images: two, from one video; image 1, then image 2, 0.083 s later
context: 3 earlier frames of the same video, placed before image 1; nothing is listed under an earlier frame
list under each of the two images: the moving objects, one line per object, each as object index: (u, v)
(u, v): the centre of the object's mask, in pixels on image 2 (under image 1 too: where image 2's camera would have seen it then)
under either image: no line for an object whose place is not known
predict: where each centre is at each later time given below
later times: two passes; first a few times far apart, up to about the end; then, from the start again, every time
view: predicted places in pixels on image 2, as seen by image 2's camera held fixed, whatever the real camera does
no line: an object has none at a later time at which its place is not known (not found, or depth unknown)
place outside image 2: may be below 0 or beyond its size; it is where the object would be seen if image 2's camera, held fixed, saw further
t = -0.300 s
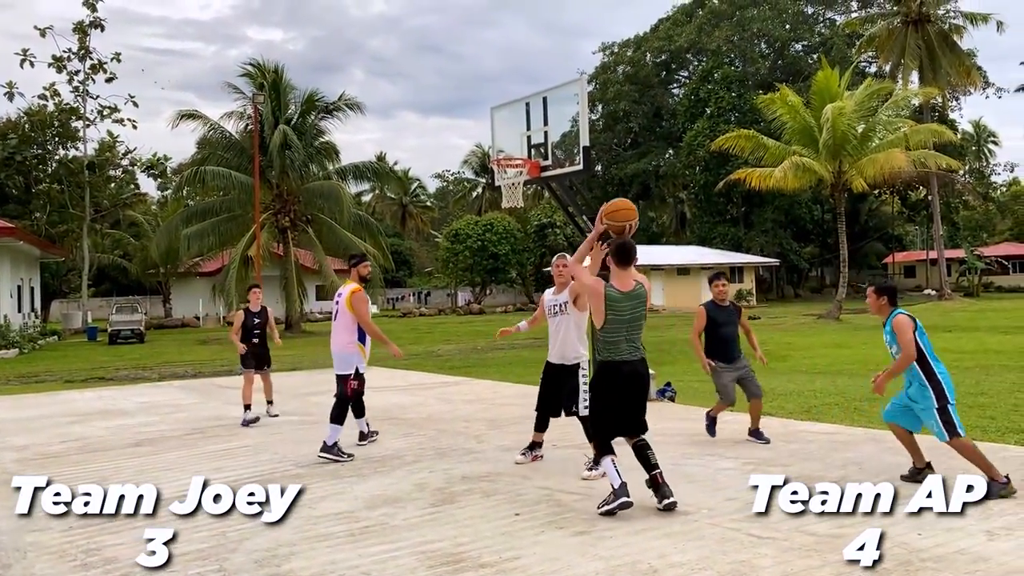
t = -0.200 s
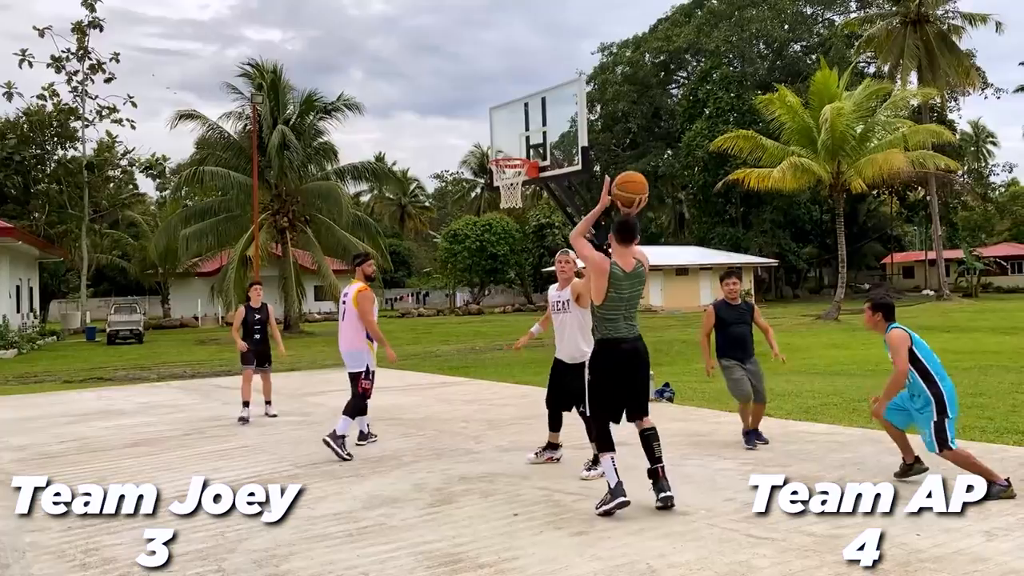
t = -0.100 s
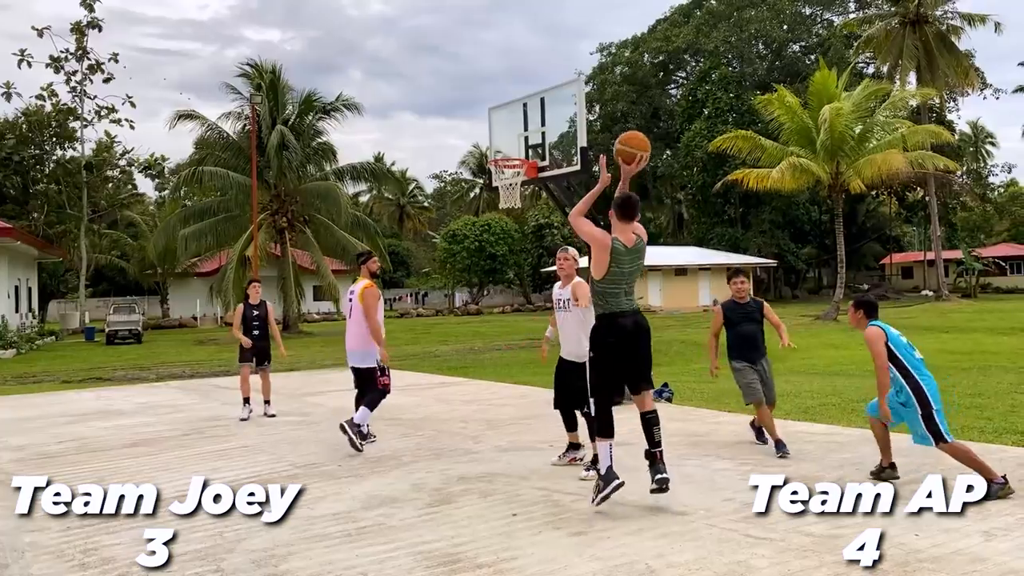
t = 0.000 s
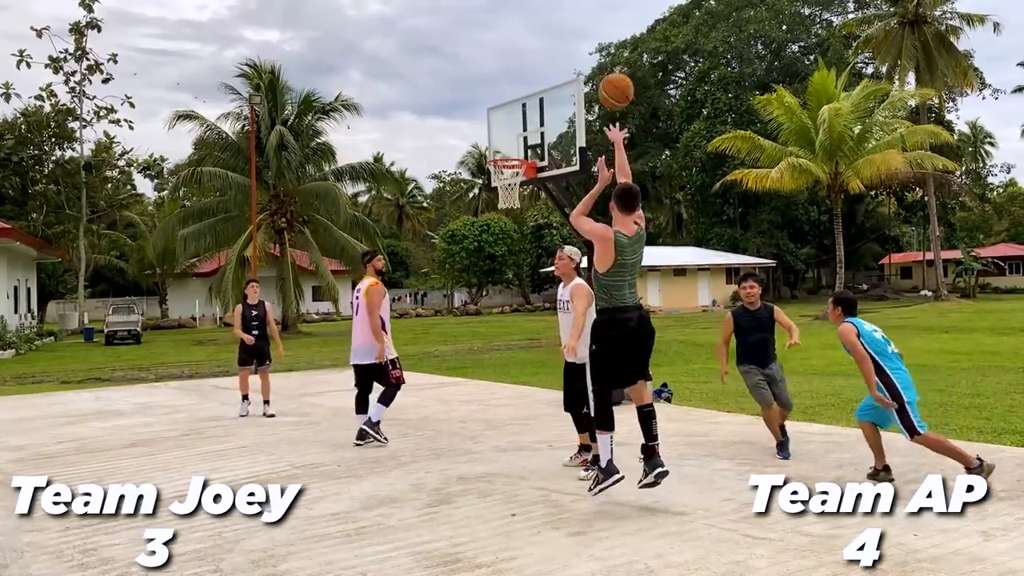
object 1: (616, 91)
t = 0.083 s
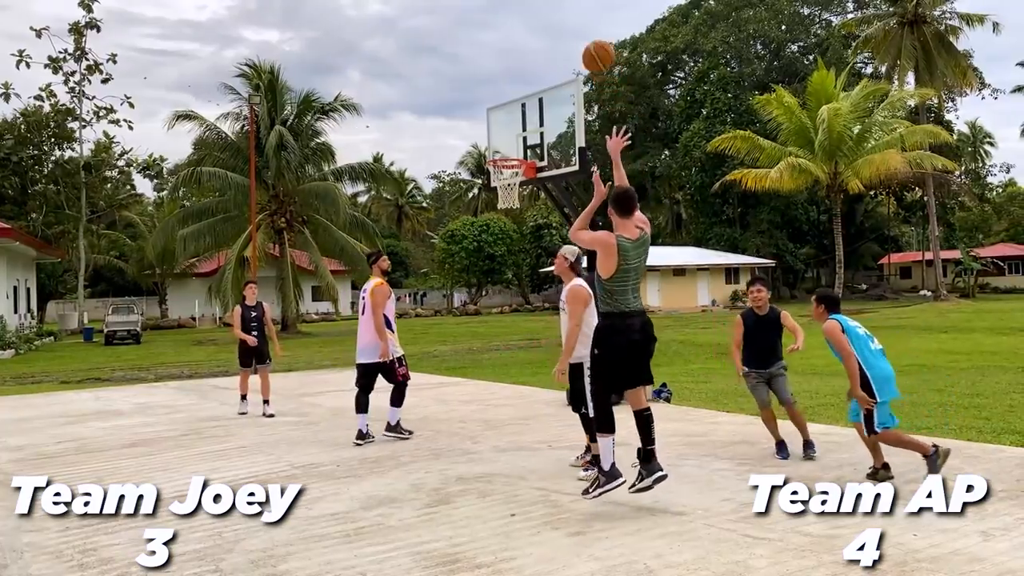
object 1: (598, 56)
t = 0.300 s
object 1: (564, 21)
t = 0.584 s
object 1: (534, 53)
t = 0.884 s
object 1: (513, 149)
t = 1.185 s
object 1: (512, 163)
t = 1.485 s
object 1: (493, 187)
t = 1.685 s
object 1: (493, 209)
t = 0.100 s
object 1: (595, 52)
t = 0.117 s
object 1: (592, 47)
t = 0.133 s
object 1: (589, 42)
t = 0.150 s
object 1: (587, 39)
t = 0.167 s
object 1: (584, 35)
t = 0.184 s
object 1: (581, 32)
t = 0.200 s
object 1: (578, 29)
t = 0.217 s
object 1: (576, 27)
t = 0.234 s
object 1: (573, 25)
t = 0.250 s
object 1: (571, 24)
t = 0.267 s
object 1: (568, 22)
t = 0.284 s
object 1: (566, 21)
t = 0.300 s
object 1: (564, 21)
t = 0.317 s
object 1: (562, 21)
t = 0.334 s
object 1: (559, 21)
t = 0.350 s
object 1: (557, 21)
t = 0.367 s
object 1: (555, 22)
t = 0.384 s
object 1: (553, 23)
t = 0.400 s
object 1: (551, 24)
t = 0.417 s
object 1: (550, 25)
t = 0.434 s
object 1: (548, 27)
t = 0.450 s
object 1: (546, 29)
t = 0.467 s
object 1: (544, 31)
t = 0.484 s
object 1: (543, 34)
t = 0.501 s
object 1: (541, 36)
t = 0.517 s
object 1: (540, 39)
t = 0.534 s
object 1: (538, 42)
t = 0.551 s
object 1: (537, 46)
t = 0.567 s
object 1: (535, 49)
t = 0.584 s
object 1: (534, 53)
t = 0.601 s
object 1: (532, 57)
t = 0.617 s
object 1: (531, 61)
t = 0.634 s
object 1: (530, 65)
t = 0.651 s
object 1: (528, 70)
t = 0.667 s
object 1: (527, 74)
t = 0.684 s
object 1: (526, 79)
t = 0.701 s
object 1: (525, 84)
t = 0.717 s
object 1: (523, 89)
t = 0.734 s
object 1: (522, 94)
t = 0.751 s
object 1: (521, 100)
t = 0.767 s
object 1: (520, 105)
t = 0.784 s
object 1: (519, 111)
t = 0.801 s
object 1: (518, 117)
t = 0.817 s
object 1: (517, 123)
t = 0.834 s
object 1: (516, 129)
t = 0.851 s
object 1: (515, 135)
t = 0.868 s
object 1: (513, 142)
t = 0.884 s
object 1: (513, 149)
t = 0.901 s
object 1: (512, 152)
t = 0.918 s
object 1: (511, 153)
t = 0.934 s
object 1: (511, 153)
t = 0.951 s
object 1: (509, 155)
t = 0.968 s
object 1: (508, 158)
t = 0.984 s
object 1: (508, 162)
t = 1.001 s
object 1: (506, 159)
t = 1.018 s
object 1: (503, 160)
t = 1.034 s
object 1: (502, 160)
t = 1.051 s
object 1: (501, 159)
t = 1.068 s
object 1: (498, 160)
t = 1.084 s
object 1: (502, 159)
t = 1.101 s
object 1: (504, 160)
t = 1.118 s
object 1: (506, 160)
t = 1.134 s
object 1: (508, 161)
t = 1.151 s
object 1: (511, 159)
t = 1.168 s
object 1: (514, 160)
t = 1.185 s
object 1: (512, 163)
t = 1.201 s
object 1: (509, 163)
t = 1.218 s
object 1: (509, 164)
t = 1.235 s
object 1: (511, 169)
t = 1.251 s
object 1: (510, 170)
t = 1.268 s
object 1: (509, 170)
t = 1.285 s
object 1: (510, 170)
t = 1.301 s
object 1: (509, 172)
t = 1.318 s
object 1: (509, 173)
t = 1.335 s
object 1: (507, 172)
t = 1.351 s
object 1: (505, 177)
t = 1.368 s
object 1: (505, 173)
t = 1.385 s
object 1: (508, 173)
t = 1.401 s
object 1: (505, 183)
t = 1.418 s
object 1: (500, 182)
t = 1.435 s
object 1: (497, 185)
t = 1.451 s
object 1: (495, 186)
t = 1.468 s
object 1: (494, 186)
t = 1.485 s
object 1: (493, 187)
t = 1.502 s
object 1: (493, 187)
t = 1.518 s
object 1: (492, 187)
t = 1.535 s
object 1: (491, 187)
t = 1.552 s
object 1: (492, 189)
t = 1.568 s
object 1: (491, 190)
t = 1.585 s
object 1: (490, 191)
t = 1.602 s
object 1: (489, 190)
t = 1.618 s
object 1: (491, 195)
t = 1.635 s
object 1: (490, 199)
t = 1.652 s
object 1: (492, 207)
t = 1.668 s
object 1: (492, 208)
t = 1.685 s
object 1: (493, 209)
